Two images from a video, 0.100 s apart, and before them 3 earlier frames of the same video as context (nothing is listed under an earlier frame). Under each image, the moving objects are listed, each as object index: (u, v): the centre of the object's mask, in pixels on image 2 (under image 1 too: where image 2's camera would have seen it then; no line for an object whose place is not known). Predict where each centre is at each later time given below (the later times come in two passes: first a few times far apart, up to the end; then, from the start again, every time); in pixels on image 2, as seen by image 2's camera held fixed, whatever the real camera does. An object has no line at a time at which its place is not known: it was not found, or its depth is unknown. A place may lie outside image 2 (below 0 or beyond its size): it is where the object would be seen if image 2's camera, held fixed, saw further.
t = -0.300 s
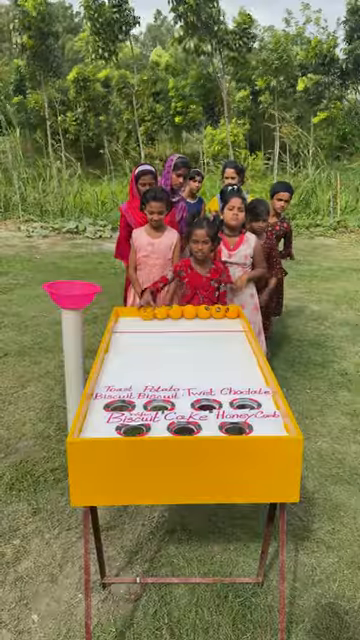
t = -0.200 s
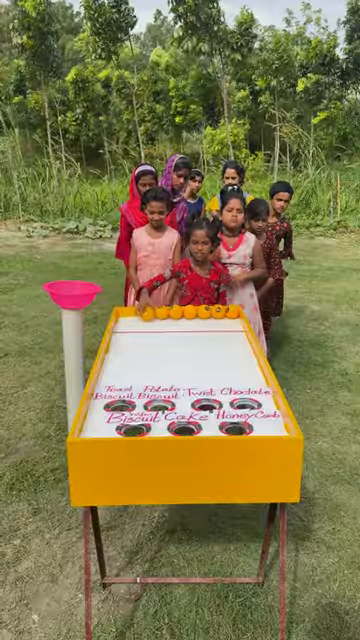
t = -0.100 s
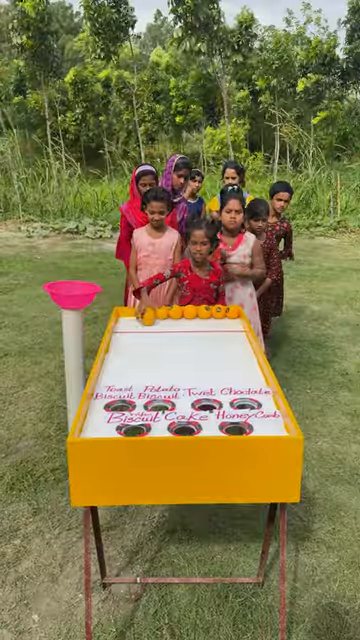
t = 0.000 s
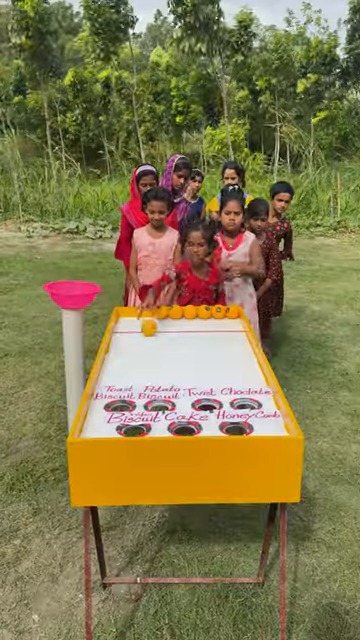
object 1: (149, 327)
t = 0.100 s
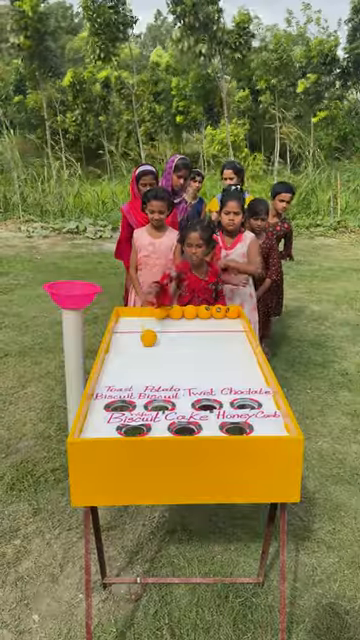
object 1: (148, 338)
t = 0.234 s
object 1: (148, 351)
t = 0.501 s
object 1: (145, 379)
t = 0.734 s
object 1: (143, 411)
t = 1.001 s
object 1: (127, 426)
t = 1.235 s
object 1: (115, 413)
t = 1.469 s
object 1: (108, 400)
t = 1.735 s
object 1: (103, 383)
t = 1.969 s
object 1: (108, 369)
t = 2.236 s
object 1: (112, 354)
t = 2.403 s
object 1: (114, 345)
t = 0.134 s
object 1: (148, 341)
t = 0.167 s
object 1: (148, 344)
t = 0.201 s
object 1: (148, 347)
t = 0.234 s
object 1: (148, 351)
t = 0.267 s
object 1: (147, 354)
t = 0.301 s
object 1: (147, 358)
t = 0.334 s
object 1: (147, 361)
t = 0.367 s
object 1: (147, 365)
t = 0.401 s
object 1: (146, 369)
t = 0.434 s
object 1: (146, 373)
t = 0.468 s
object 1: (146, 376)
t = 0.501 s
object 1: (145, 379)
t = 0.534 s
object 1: (145, 383)
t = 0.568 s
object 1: (145, 389)
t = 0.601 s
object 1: (145, 392)
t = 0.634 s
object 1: (144, 397)
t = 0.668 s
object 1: (143, 402)
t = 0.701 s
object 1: (143, 405)
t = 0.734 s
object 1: (143, 411)
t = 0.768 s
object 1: (143, 415)
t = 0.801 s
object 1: (141, 421)
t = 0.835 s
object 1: (138, 424)
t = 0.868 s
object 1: (134, 427)
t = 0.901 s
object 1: (129, 429)
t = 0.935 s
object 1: (129, 429)
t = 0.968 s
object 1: (125, 427)
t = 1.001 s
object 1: (127, 426)
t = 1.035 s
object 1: (124, 425)
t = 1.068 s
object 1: (122, 423)
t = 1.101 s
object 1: (121, 421)
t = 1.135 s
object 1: (120, 419)
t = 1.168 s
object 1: (118, 416)
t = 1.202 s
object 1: (116, 414)
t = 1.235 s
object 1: (115, 413)
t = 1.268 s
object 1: (114, 411)
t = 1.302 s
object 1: (113, 410)
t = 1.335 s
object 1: (112, 408)
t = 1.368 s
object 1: (111, 405)
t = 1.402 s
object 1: (109, 404)
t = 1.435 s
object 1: (108, 401)
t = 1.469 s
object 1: (108, 400)
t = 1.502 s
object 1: (106, 397)
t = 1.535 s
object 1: (105, 395)
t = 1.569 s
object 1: (104, 393)
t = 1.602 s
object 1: (103, 391)
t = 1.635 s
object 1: (103, 388)
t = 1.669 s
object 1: (103, 387)
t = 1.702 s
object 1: (103, 385)
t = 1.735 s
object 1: (103, 383)
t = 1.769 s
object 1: (104, 381)
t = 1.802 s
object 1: (105, 378)
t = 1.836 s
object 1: (106, 377)
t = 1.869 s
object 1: (107, 375)
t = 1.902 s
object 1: (107, 373)
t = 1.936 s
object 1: (108, 371)
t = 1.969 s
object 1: (108, 369)
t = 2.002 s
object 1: (108, 367)
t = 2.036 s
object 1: (108, 365)
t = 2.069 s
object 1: (109, 363)
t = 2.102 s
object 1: (109, 361)
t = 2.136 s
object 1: (110, 359)
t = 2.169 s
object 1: (110, 358)
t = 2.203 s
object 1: (111, 356)
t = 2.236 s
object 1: (112, 354)
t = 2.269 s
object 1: (112, 353)
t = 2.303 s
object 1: (113, 350)
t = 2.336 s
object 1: (113, 348)
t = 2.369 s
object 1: (114, 347)
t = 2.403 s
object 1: (114, 345)
